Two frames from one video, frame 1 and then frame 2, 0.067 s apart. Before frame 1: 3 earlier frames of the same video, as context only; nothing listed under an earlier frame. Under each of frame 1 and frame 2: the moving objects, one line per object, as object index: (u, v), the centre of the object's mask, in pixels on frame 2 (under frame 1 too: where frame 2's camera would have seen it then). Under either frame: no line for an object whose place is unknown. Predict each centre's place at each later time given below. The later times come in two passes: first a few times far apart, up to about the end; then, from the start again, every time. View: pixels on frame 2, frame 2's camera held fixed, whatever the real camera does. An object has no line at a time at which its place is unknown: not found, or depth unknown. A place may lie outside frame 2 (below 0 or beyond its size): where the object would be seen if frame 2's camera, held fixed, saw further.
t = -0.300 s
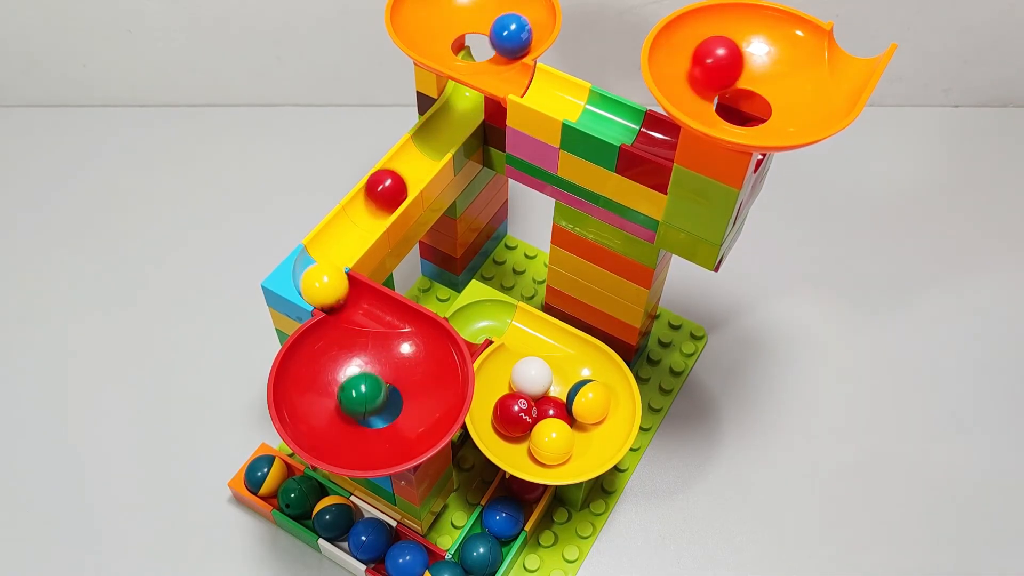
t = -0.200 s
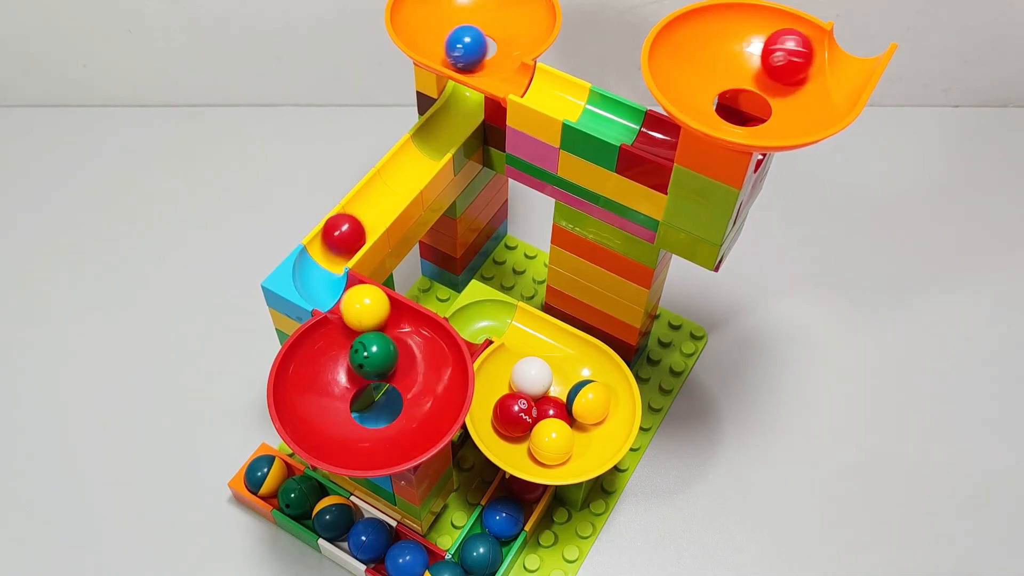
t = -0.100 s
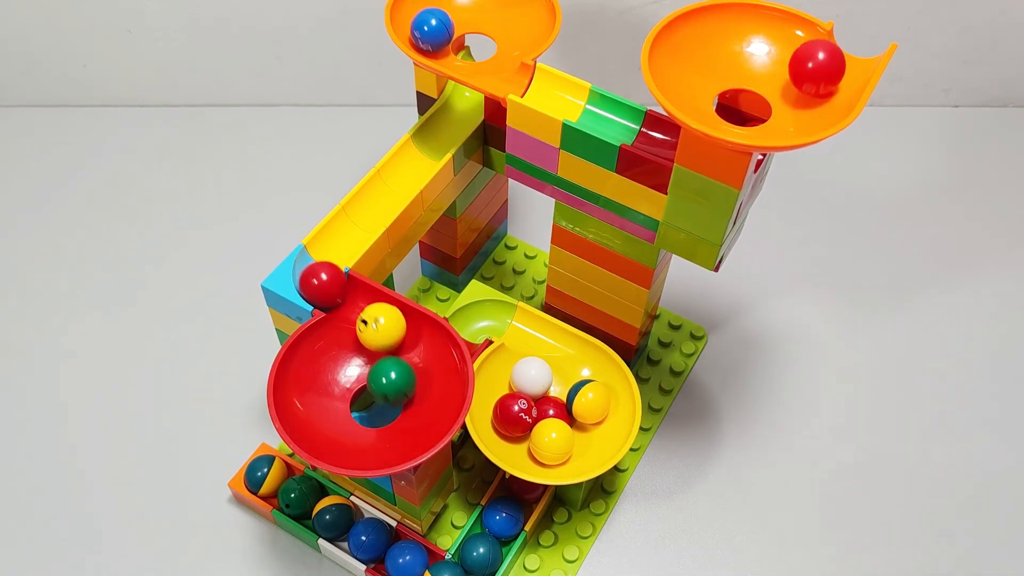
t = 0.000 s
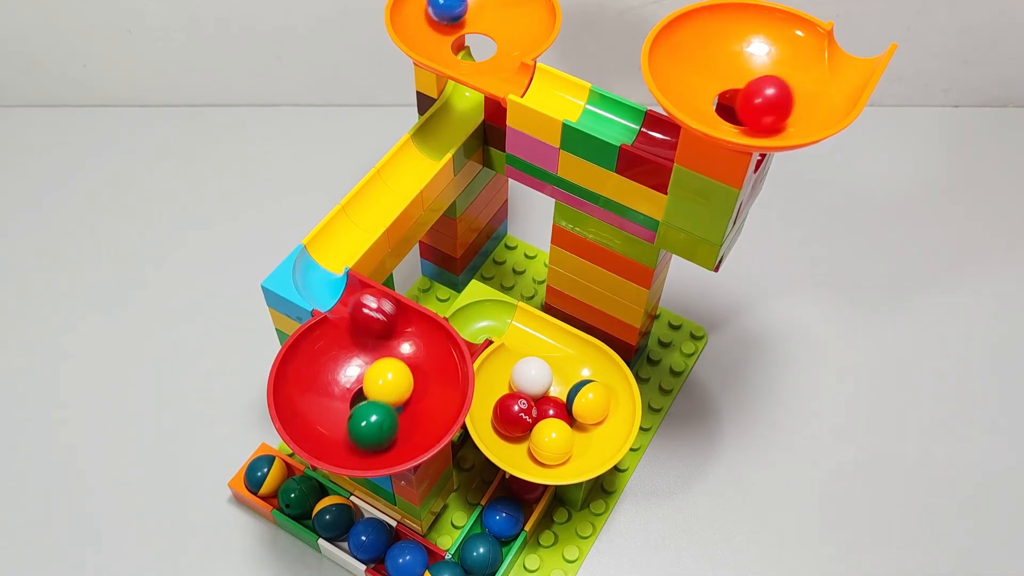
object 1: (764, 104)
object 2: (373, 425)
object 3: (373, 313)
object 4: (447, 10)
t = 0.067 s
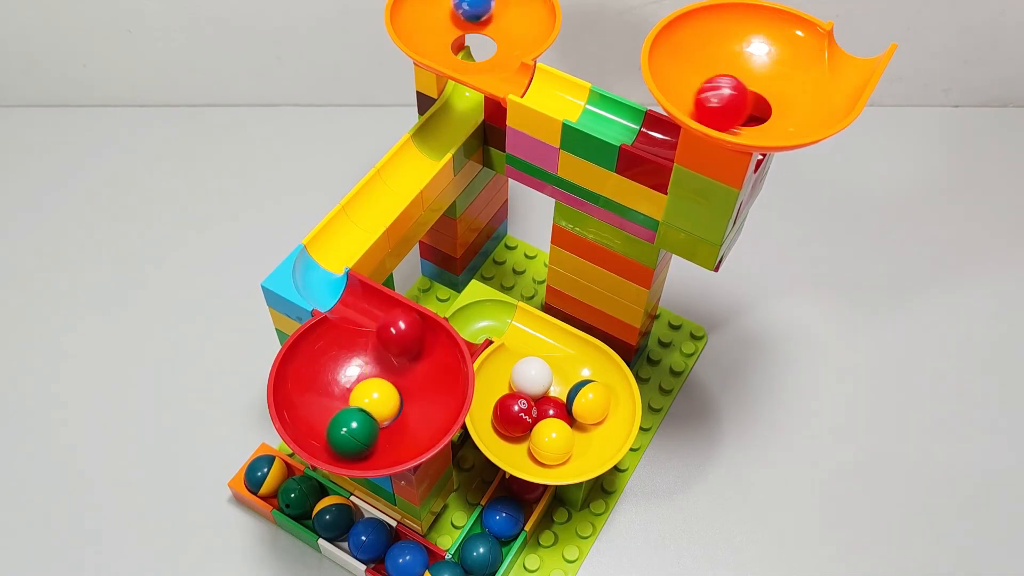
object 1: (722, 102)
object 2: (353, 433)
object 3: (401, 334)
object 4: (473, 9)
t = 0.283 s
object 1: (719, 67)
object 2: (361, 357)
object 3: (367, 445)
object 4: (498, 46)
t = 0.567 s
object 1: (787, 94)
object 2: (393, 424)
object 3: (368, 329)
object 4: (452, 8)
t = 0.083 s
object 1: (713, 99)
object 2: (349, 432)
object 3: (406, 342)
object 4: (480, 10)
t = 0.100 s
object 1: (705, 95)
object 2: (345, 429)
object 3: (409, 356)
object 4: (486, 11)
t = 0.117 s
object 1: (699, 91)
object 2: (343, 425)
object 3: (411, 366)
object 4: (492, 12)
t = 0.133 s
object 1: (693, 87)
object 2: (342, 419)
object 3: (412, 376)
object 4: (497, 14)
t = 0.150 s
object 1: (690, 84)
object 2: (341, 415)
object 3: (412, 387)
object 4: (502, 16)
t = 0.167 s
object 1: (688, 80)
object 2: (342, 407)
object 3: (409, 400)
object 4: (506, 19)
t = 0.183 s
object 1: (687, 78)
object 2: (343, 399)
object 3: (406, 412)
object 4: (509, 23)
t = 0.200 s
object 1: (688, 76)
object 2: (345, 392)
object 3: (402, 423)
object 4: (510, 28)
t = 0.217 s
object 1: (691, 75)
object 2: (348, 385)
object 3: (395, 432)
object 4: (510, 32)
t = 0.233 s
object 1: (695, 73)
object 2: (350, 377)
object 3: (387, 439)
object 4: (508, 36)
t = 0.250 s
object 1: (702, 71)
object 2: (353, 369)
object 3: (380, 442)
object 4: (506, 40)
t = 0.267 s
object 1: (709, 69)
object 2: (357, 363)
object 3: (373, 444)
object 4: (502, 44)
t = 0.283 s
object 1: (719, 67)
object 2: (361, 357)
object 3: (367, 445)
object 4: (498, 46)
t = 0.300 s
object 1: (729, 64)
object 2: (366, 352)
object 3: (360, 444)
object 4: (492, 48)
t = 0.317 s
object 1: (740, 61)
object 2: (370, 348)
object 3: (355, 443)
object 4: (486, 50)
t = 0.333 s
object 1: (751, 60)
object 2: (374, 346)
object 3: (351, 440)
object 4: (481, 50)
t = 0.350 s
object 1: (762, 58)
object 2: (378, 345)
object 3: (347, 435)
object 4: (474, 50)
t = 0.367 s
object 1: (773, 56)
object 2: (382, 347)
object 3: (344, 429)
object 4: (468, 49)
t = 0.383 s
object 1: (782, 55)
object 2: (386, 349)
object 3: (342, 420)
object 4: (462, 47)
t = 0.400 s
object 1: (791, 55)
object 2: (390, 354)
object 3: (341, 409)
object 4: (457, 45)
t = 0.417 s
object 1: (798, 55)
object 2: (393, 359)
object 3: (341, 398)
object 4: (452, 41)
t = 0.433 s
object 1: (804, 57)
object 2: (395, 366)
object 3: (343, 386)
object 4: (447, 37)
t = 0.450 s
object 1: (808, 59)
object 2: (396, 373)
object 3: (344, 375)
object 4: (445, 32)
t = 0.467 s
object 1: (811, 62)
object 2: (398, 380)
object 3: (345, 365)
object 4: (442, 26)
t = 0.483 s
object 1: (811, 67)
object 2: (399, 387)
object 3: (347, 353)
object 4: (441, 20)
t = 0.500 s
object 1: (810, 72)
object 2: (400, 395)
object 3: (350, 347)
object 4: (442, 16)
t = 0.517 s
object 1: (807, 77)
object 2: (399, 404)
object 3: (354, 341)
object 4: (443, 13)
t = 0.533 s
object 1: (802, 83)
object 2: (398, 412)
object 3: (358, 332)
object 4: (445, 11)
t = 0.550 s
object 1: (795, 89)
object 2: (396, 419)
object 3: (363, 330)
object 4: (448, 9)
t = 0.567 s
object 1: (787, 94)
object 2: (393, 424)
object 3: (368, 329)
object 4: (452, 8)
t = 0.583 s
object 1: (778, 99)
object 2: (390, 428)
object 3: (373, 329)
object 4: (456, 7)
